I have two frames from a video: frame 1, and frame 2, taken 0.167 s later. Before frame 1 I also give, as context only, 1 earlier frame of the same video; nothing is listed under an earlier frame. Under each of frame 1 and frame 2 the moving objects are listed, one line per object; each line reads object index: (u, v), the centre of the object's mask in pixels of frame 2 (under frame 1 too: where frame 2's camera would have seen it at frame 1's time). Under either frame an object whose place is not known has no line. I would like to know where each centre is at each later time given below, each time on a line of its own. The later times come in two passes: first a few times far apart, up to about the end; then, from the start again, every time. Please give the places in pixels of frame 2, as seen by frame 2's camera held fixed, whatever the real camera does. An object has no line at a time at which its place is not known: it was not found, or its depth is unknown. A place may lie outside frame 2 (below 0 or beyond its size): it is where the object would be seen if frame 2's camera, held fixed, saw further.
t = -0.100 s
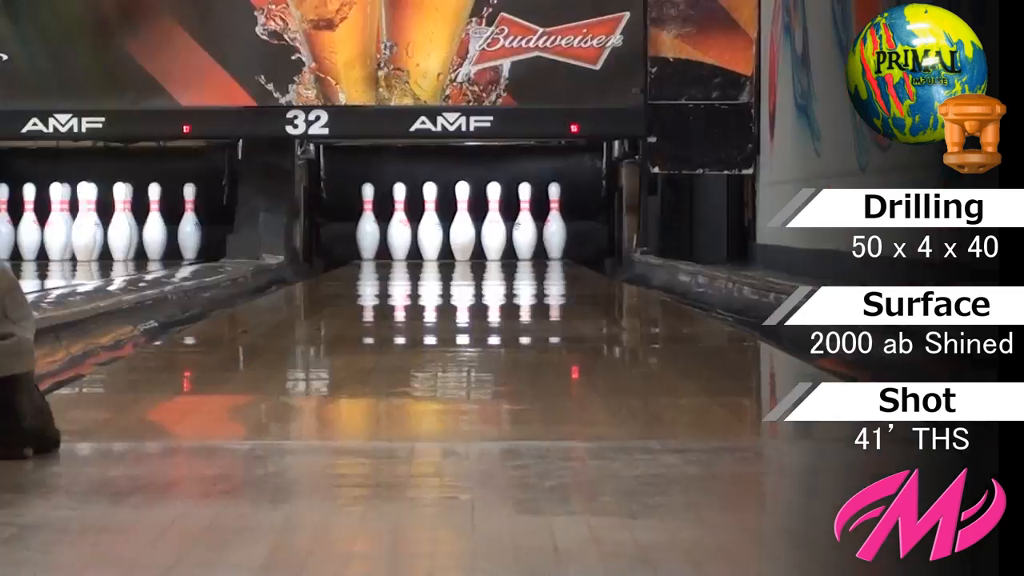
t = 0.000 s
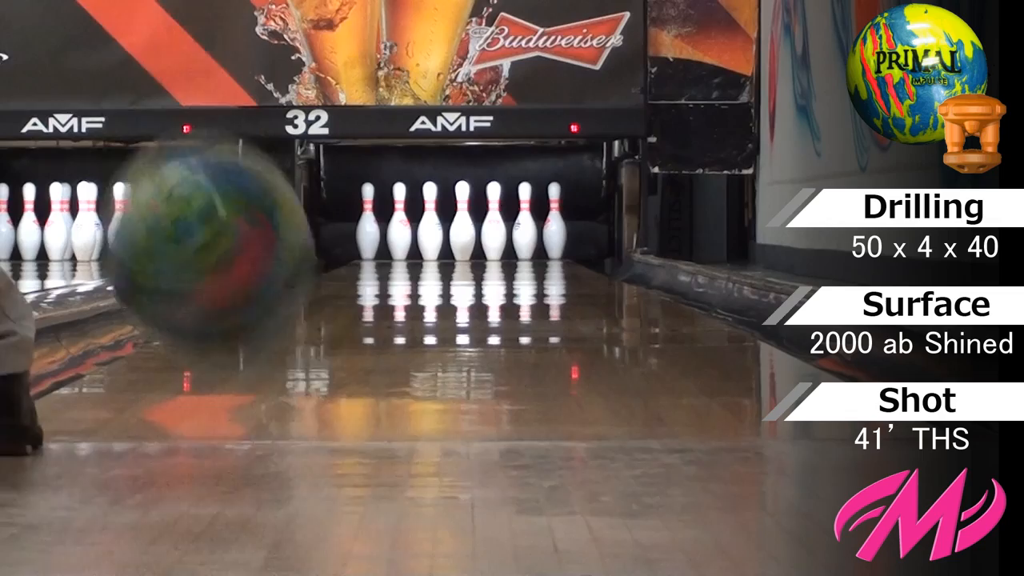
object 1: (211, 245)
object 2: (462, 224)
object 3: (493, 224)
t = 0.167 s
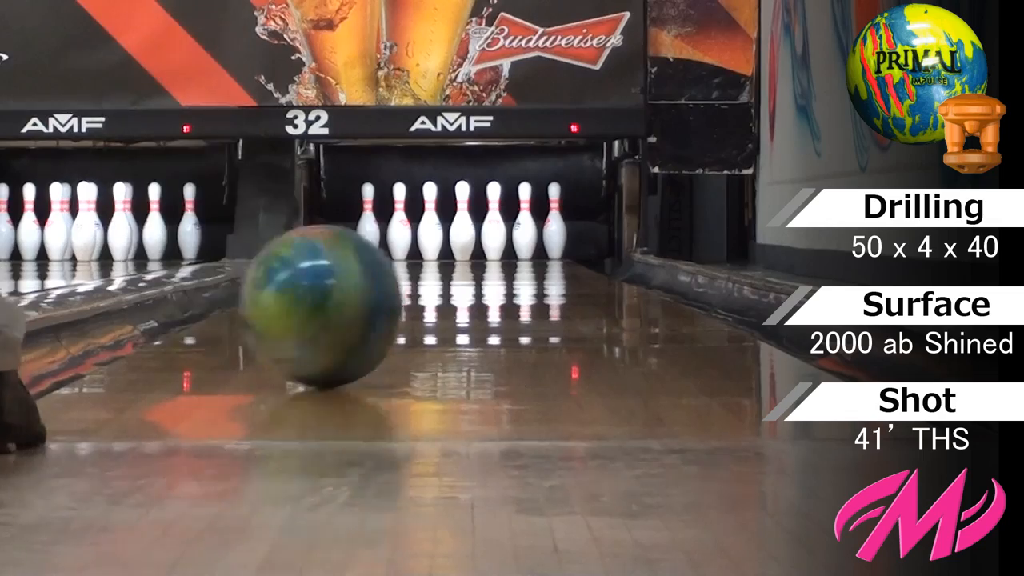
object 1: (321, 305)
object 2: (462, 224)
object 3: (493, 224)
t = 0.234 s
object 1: (354, 297)
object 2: (462, 224)
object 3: (493, 224)
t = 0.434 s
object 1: (424, 279)
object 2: (464, 211)
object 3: (493, 224)
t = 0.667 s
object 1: (474, 266)
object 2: (462, 199)
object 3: (494, 201)
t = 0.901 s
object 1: (505, 258)
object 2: (461, 220)
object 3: (493, 199)
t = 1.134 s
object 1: (524, 252)
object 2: (462, 224)
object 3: (491, 214)
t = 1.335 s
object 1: (533, 249)
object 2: (462, 224)
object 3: (493, 223)
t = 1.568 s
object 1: (537, 247)
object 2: (462, 224)
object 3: (493, 224)
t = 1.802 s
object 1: (531, 244)
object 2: (462, 224)
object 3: (493, 224)
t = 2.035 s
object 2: (462, 224)
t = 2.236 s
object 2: (460, 222)
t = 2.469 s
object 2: (460, 205)
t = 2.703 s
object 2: (473, 193)
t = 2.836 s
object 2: (473, 217)
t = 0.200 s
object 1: (339, 301)
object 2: (462, 224)
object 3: (493, 224)
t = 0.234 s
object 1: (354, 297)
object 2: (462, 224)
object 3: (493, 224)
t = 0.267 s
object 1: (367, 293)
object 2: (462, 224)
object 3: (493, 224)
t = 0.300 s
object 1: (381, 289)
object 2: (462, 224)
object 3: (493, 224)
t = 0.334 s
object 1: (392, 286)
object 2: (462, 224)
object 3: (493, 224)
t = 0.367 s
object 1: (403, 284)
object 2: (463, 221)
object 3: (493, 224)
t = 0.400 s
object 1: (414, 280)
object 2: (463, 215)
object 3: (493, 224)
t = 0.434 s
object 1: (424, 279)
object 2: (464, 211)
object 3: (493, 224)
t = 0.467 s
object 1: (432, 278)
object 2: (463, 207)
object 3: (494, 223)
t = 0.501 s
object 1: (441, 275)
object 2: (463, 203)
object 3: (494, 221)
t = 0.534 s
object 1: (449, 273)
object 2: (462, 200)
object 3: (495, 216)
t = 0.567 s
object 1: (456, 271)
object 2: (462, 199)
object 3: (495, 211)
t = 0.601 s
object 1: (462, 269)
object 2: (462, 198)
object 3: (495, 207)
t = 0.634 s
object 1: (468, 267)
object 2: (462, 198)
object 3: (494, 204)
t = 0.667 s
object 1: (474, 266)
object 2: (462, 199)
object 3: (494, 201)
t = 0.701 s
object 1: (479, 264)
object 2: (462, 200)
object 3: (494, 200)
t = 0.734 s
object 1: (484, 263)
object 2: (461, 202)
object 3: (494, 198)
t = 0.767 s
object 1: (489, 262)
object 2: (461, 205)
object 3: (493, 198)
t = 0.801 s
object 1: (494, 260)
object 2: (460, 209)
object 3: (493, 198)
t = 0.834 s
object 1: (498, 259)
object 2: (460, 213)
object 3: (493, 198)
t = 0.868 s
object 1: (502, 258)
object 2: (460, 217)
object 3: (493, 198)
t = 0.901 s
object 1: (505, 258)
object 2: (461, 220)
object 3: (493, 199)
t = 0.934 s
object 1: (509, 257)
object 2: (461, 222)
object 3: (493, 200)
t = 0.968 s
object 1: (511, 257)
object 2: (462, 224)
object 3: (493, 202)
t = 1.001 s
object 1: (514, 256)
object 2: (462, 224)
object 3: (492, 204)
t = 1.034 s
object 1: (517, 255)
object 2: (462, 224)
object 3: (492, 206)
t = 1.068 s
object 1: (520, 254)
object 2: (462, 224)
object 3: (492, 208)
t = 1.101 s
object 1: (522, 253)
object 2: (462, 224)
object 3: (491, 211)
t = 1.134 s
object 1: (524, 252)
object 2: (462, 224)
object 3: (491, 214)
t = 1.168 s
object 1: (526, 252)
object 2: (462, 224)
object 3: (491, 216)
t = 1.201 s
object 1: (527, 251)
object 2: (462, 224)
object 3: (491, 218)
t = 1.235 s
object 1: (529, 250)
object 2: (462, 224)
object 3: (492, 220)
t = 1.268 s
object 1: (530, 250)
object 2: (462, 224)
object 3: (492, 221)
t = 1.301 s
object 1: (531, 250)
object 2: (462, 224)
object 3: (492, 222)
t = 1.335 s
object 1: (533, 249)
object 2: (462, 224)
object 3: (493, 223)
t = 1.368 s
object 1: (534, 249)
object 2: (462, 224)
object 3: (493, 223)
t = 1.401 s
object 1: (535, 248)
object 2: (462, 224)
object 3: (493, 224)
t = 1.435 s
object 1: (535, 248)
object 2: (462, 224)
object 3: (493, 224)
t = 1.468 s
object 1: (536, 248)
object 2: (462, 224)
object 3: (493, 224)
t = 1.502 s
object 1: (536, 247)
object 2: (462, 224)
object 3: (493, 224)
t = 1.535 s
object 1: (537, 247)
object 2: (462, 224)
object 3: (493, 224)
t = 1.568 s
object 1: (537, 247)
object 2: (462, 224)
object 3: (493, 224)
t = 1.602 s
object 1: (537, 246)
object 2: (462, 224)
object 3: (493, 224)
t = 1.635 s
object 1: (537, 246)
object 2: (462, 224)
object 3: (493, 224)
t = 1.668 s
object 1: (536, 245)
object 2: (462, 224)
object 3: (493, 224)
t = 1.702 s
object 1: (535, 245)
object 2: (462, 224)
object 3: (493, 224)
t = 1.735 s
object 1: (535, 245)
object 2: (462, 224)
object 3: (493, 224)
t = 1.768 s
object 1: (533, 245)
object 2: (462, 224)
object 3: (493, 224)
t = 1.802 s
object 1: (531, 244)
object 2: (462, 224)
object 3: (493, 224)
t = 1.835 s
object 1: (530, 245)
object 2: (462, 224)
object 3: (493, 224)
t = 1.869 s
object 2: (462, 224)
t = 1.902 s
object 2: (462, 224)
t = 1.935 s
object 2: (462, 224)
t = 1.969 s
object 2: (462, 224)
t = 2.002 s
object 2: (462, 224)
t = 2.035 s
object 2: (462, 224)
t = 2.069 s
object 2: (462, 224)
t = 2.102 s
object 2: (462, 224)
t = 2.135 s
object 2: (462, 224)
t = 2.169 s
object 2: (462, 224)
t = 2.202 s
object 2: (461, 223)
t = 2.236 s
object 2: (460, 222)
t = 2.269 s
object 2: (460, 219)
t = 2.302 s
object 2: (457, 218)
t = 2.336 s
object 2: (462, 202)
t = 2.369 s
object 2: (462, 202)
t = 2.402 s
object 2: (461, 202)
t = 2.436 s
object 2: (461, 204)
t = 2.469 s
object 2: (460, 205)
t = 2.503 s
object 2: (459, 201)
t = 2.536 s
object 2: (463, 197)
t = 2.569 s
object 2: (466, 195)
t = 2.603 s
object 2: (468, 192)
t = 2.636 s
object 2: (470, 190)
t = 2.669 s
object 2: (471, 191)
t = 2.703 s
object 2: (473, 193)
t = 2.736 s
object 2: (474, 196)
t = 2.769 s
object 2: (475, 202)
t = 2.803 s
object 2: (475, 208)
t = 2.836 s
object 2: (473, 217)
